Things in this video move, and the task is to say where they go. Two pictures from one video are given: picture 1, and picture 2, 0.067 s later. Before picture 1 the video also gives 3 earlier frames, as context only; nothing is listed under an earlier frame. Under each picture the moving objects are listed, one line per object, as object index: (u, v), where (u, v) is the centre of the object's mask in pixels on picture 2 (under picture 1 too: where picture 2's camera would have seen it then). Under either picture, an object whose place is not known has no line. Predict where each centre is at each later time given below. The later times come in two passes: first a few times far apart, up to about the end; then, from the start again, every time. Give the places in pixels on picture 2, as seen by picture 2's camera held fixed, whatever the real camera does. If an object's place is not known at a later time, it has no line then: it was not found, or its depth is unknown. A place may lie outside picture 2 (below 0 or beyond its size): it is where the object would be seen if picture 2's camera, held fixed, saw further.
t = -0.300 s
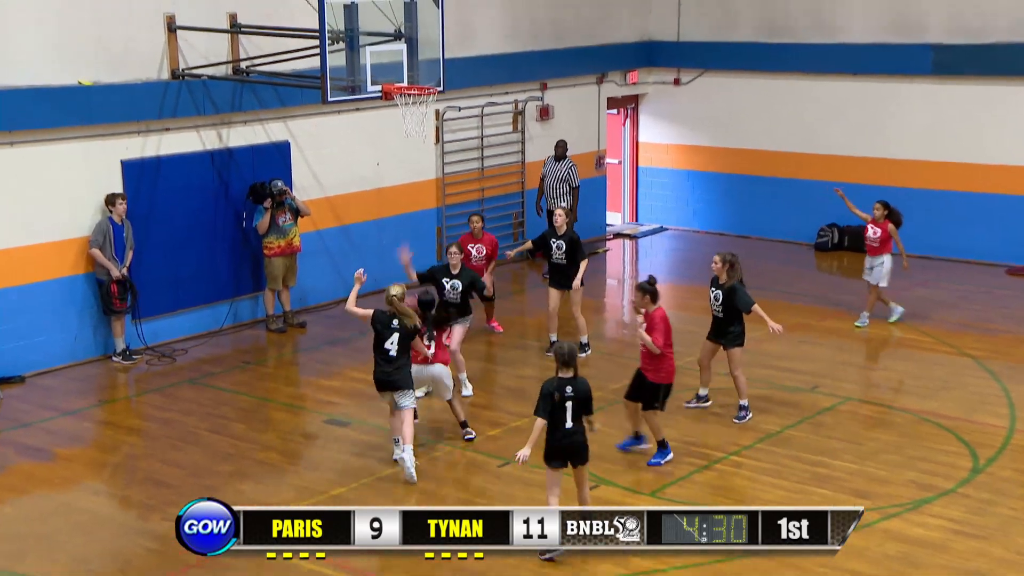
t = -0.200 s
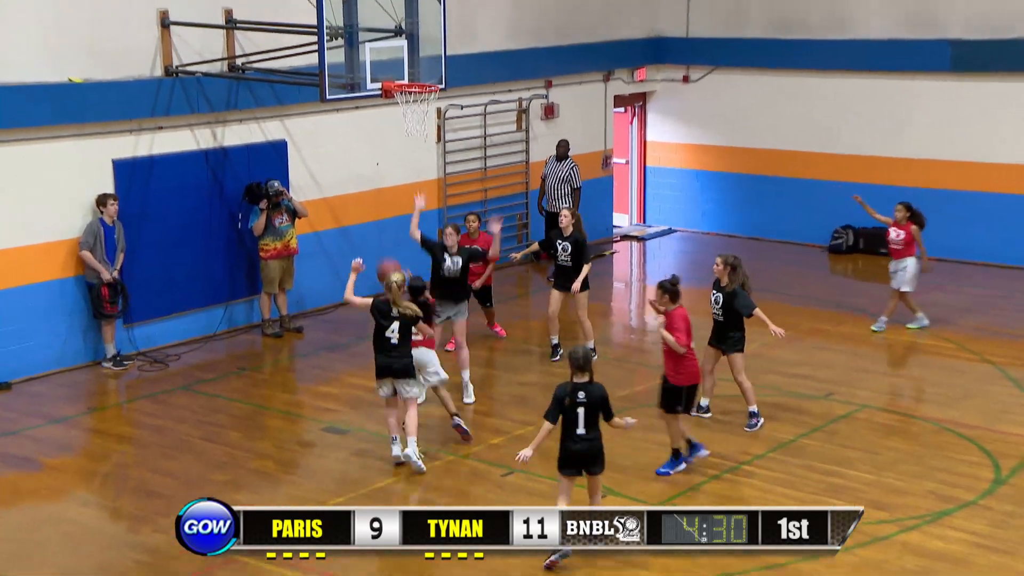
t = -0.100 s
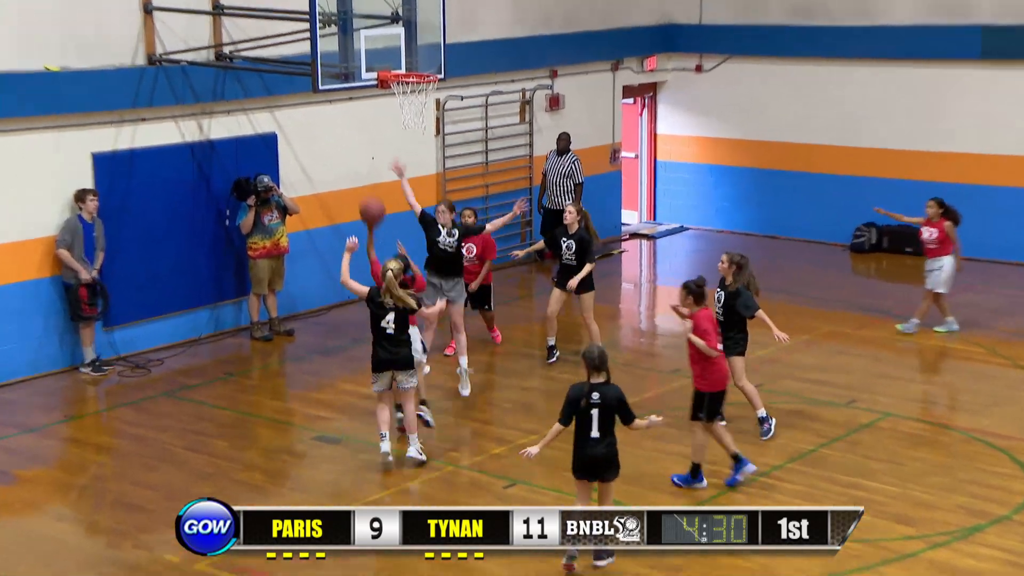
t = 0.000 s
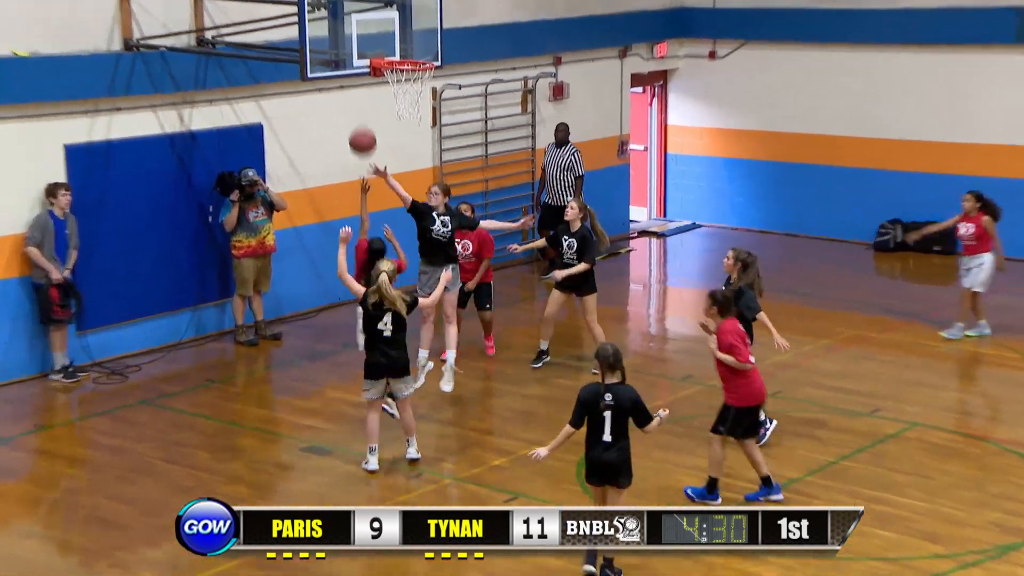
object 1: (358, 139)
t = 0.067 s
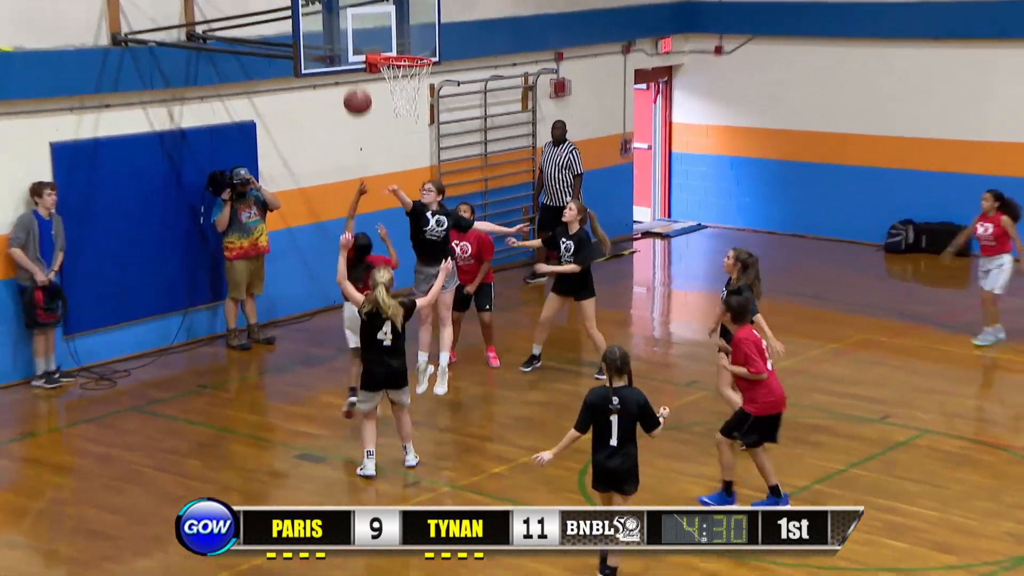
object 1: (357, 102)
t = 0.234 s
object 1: (356, 32)
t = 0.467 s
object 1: (375, -3)
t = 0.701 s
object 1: (438, 39)
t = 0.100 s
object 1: (357, 85)
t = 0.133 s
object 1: (357, 70)
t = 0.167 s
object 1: (356, 55)
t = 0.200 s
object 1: (357, 42)
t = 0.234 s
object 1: (356, 32)
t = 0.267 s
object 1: (356, 22)
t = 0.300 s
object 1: (356, 13)
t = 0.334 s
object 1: (356, 6)
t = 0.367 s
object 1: (356, 1)
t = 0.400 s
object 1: (357, -3)
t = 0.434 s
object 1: (366, -3)
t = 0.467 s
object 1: (375, -3)
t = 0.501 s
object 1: (384, 0)
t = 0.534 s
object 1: (393, 3)
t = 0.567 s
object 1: (402, 8)
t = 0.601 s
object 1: (411, 14)
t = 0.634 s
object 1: (421, 22)
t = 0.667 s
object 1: (429, 30)
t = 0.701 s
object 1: (438, 39)
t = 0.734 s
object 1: (447, 50)
